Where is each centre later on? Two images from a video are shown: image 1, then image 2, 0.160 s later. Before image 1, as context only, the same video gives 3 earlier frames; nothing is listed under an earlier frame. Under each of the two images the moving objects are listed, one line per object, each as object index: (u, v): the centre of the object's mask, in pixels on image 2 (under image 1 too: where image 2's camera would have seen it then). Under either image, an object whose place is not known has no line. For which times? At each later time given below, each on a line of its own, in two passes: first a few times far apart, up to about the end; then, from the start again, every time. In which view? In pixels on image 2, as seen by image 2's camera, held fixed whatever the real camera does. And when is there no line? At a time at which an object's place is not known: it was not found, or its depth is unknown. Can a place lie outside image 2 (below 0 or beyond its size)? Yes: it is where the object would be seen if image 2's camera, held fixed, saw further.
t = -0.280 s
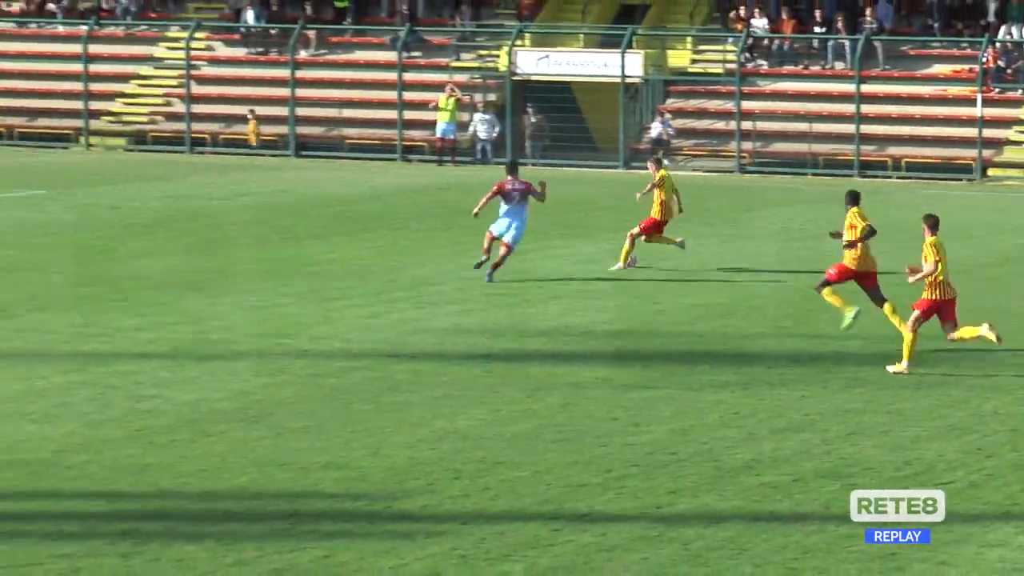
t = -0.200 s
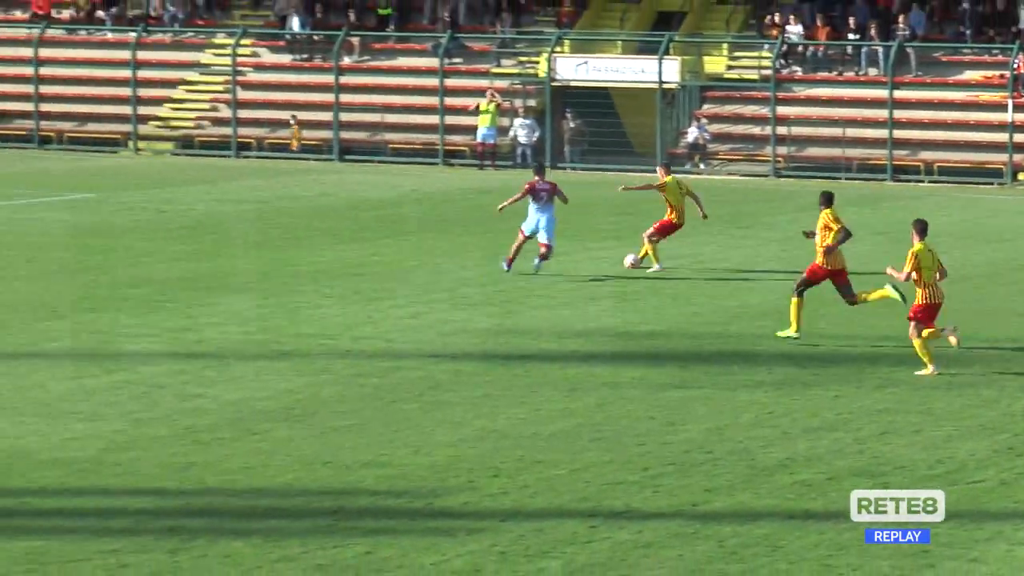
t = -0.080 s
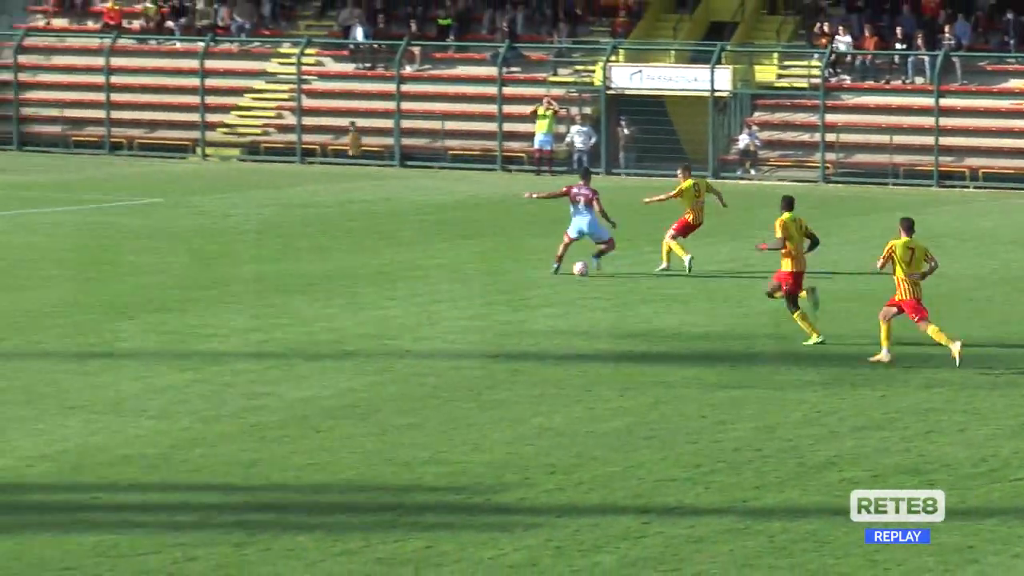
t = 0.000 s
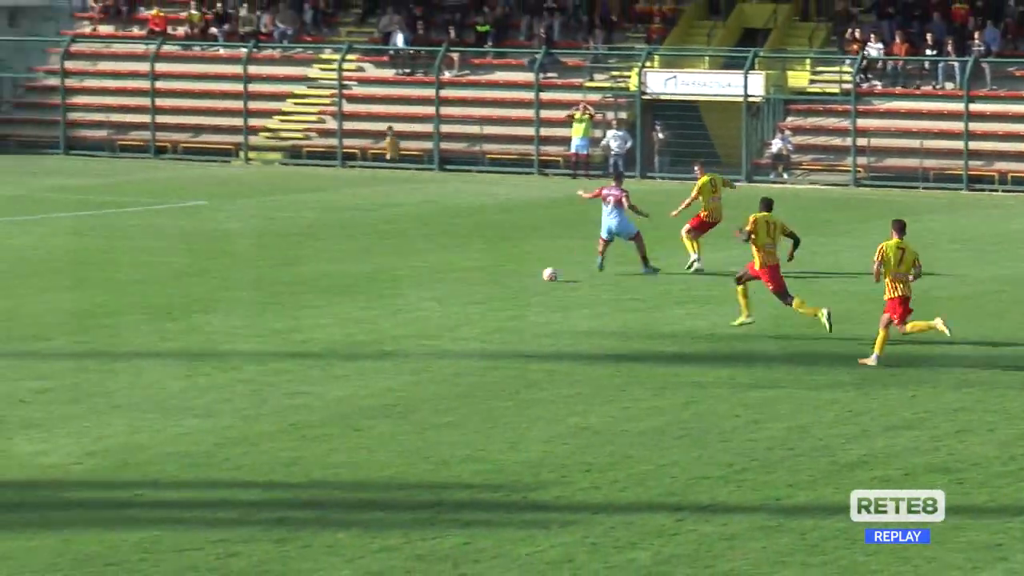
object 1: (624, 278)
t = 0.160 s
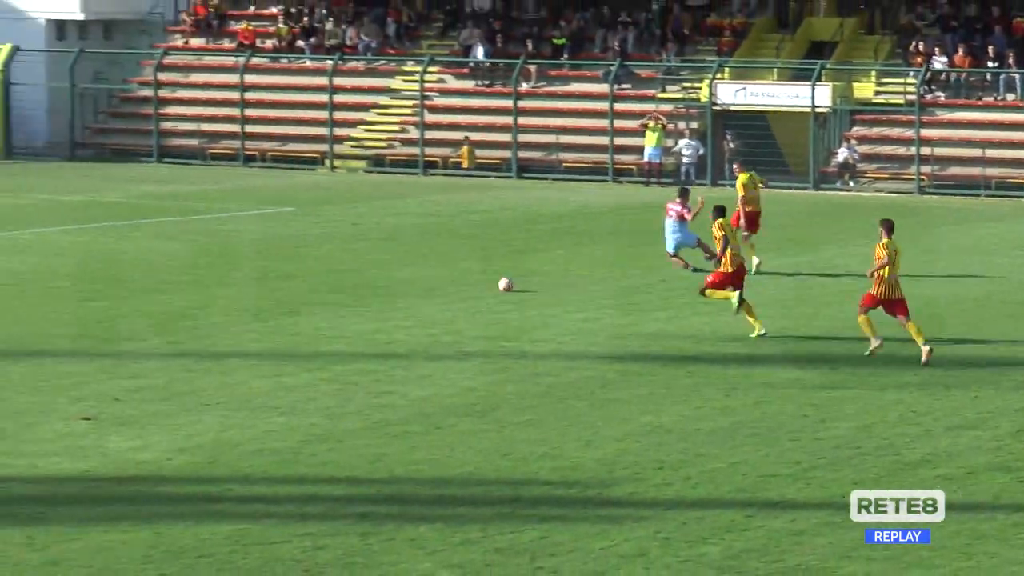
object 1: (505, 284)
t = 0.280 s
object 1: (423, 288)
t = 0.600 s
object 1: (234, 294)
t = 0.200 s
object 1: (476, 286)
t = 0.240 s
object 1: (450, 287)
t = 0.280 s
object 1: (423, 288)
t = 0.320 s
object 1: (397, 289)
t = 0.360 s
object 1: (372, 290)
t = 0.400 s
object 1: (348, 291)
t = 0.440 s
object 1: (325, 291)
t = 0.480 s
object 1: (301, 293)
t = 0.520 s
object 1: (279, 294)
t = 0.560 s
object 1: (256, 294)
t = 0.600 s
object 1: (234, 294)
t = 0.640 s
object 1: (212, 295)
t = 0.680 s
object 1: (189, 297)
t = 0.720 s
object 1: (167, 297)
